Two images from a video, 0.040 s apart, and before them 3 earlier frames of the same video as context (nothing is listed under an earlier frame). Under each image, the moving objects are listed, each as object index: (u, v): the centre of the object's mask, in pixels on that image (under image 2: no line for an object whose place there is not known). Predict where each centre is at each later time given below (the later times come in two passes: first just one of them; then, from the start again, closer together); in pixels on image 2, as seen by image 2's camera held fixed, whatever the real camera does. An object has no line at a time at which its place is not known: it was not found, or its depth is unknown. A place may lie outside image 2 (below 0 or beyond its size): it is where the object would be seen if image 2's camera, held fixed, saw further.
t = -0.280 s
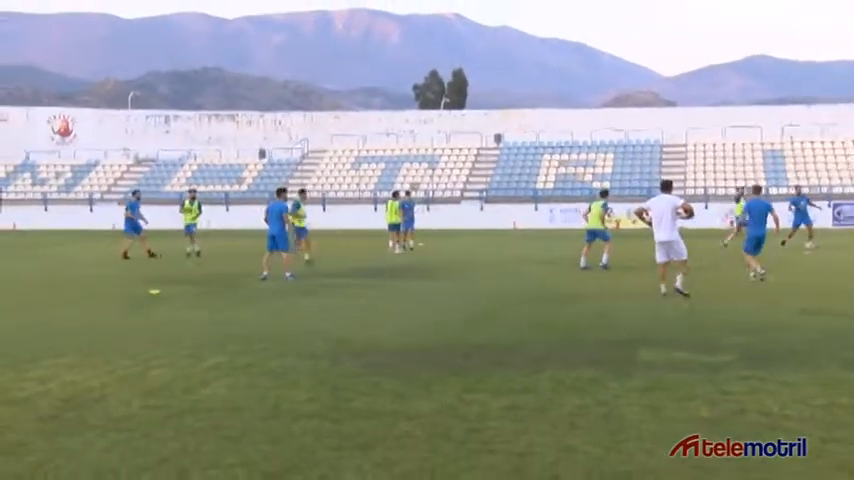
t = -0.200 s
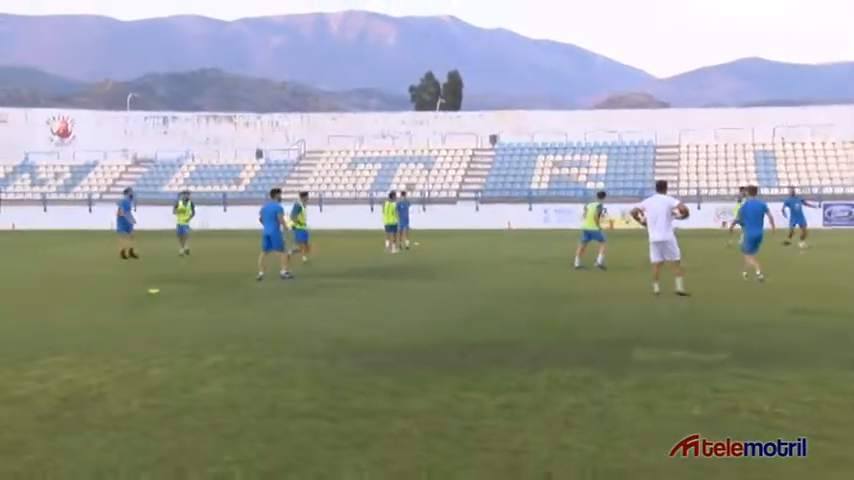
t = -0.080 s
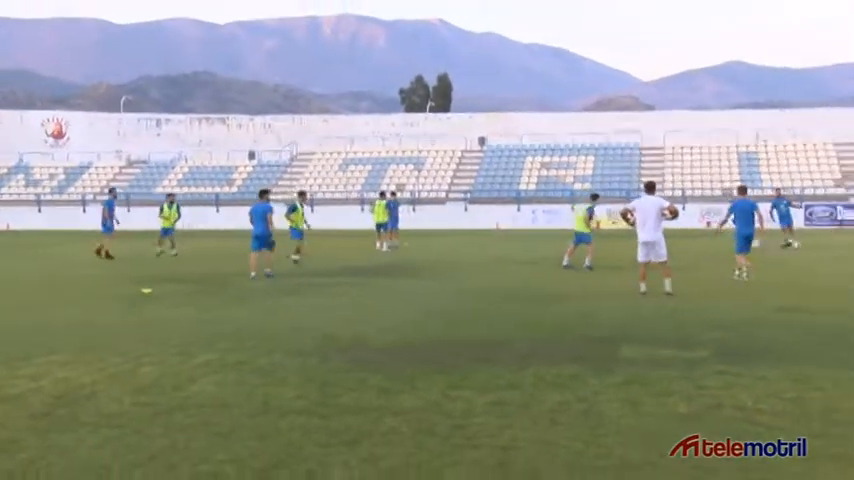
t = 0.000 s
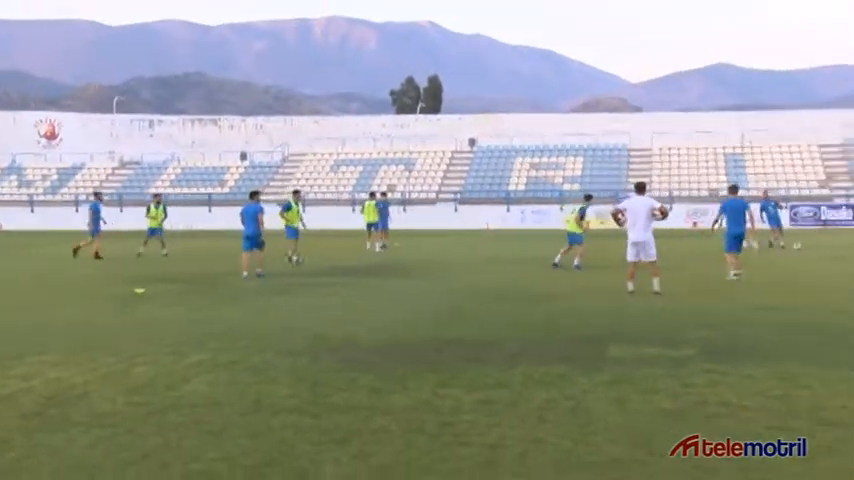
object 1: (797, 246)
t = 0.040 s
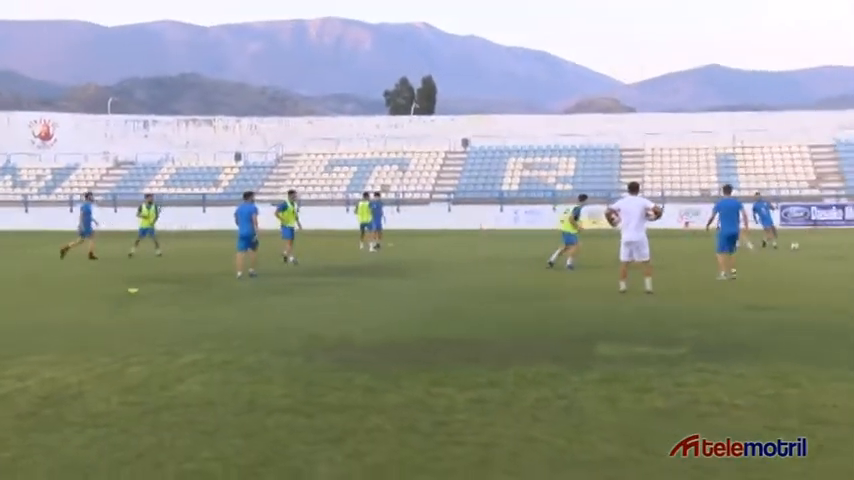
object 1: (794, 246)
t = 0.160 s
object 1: (812, 247)
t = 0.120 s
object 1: (806, 247)
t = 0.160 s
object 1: (812, 247)
